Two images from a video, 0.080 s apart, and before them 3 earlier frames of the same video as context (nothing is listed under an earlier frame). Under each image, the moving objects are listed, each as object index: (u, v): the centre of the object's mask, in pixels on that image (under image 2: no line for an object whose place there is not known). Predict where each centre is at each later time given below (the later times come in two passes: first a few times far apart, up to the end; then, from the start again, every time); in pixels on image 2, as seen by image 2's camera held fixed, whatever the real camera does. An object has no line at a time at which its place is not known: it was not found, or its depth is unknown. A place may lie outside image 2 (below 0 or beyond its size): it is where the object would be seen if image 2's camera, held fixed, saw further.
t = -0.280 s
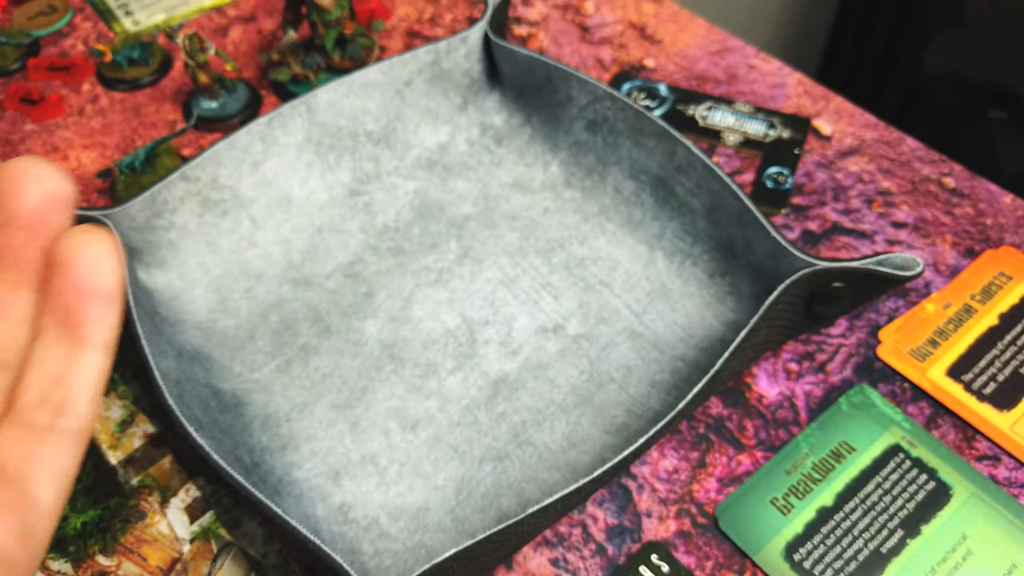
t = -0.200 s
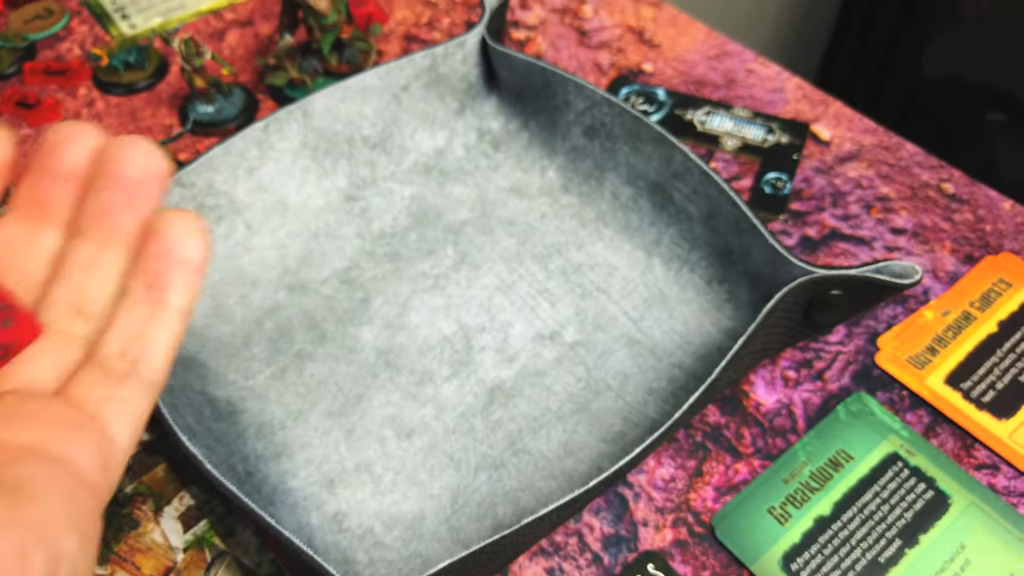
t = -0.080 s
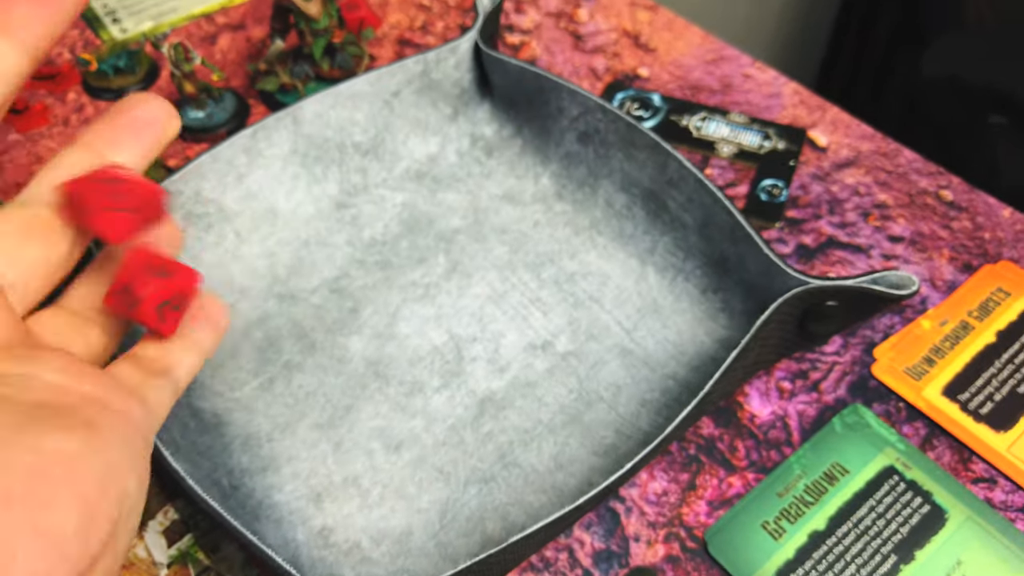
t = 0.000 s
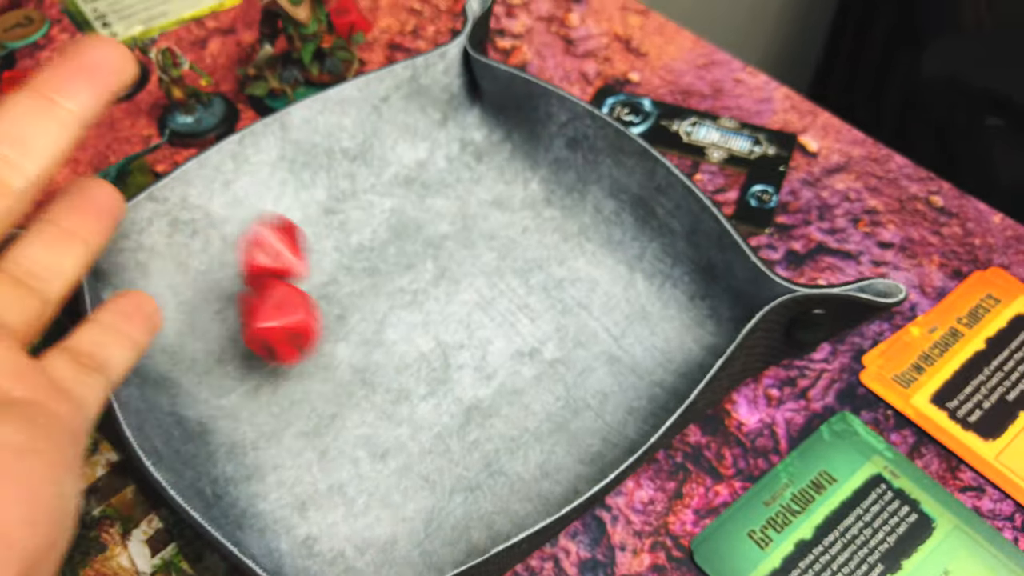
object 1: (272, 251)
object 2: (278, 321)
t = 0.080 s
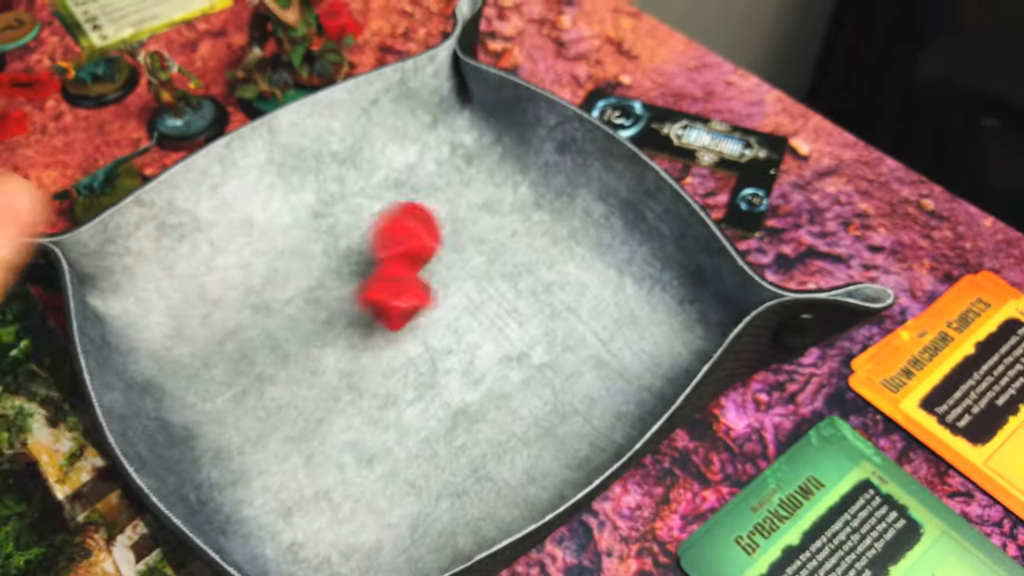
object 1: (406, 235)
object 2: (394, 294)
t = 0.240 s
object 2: (560, 260)
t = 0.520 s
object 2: (554, 253)
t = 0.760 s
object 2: (553, 253)
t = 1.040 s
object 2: (553, 253)
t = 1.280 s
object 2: (553, 252)
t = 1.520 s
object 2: (554, 253)
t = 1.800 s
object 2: (554, 252)
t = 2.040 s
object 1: (641, 367)
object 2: (553, 252)
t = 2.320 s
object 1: (641, 367)
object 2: (554, 252)
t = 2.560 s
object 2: (553, 253)
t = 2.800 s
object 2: (553, 253)
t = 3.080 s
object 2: (553, 253)
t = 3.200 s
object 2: (553, 253)
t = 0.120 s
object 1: (484, 243)
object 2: (461, 300)
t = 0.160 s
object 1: (554, 237)
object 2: (498, 275)
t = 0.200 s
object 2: (537, 278)
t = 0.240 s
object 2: (560, 260)
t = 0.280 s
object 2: (568, 252)
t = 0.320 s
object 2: (562, 249)
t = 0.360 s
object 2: (555, 252)
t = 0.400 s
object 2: (554, 252)
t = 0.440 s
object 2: (553, 253)
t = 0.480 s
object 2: (553, 253)
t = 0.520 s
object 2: (554, 253)
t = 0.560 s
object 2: (553, 253)
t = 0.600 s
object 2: (553, 253)
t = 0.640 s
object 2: (553, 253)
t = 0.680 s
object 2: (553, 253)
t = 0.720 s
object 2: (553, 253)
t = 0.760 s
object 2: (553, 253)
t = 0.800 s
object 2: (553, 253)
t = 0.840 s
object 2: (553, 253)
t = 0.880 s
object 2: (553, 253)
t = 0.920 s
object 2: (553, 253)
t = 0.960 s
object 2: (553, 253)
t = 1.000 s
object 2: (553, 253)
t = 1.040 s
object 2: (553, 253)
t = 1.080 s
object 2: (553, 253)
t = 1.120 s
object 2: (553, 252)
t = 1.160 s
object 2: (553, 253)
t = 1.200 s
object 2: (553, 252)
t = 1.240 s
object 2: (553, 252)
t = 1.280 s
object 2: (553, 252)
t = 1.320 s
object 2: (553, 252)
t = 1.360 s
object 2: (553, 252)
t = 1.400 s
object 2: (553, 252)
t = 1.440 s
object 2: (553, 252)
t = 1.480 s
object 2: (553, 252)
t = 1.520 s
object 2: (554, 253)
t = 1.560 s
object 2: (553, 252)
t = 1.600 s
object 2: (554, 252)
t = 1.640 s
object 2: (554, 252)
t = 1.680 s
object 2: (554, 252)
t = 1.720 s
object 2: (554, 252)
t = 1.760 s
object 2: (554, 252)
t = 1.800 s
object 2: (554, 252)
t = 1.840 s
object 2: (554, 252)
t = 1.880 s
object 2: (554, 253)
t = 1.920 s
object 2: (554, 252)
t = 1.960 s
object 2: (553, 252)
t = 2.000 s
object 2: (553, 252)
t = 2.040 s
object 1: (641, 367)
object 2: (553, 252)
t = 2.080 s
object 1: (641, 366)
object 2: (553, 252)
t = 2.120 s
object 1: (641, 366)
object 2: (554, 252)
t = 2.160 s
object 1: (641, 366)
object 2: (554, 252)
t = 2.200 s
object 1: (641, 366)
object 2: (554, 252)
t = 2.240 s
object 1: (641, 366)
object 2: (553, 252)
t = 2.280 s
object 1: (641, 366)
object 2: (554, 252)
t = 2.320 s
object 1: (641, 367)
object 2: (554, 252)
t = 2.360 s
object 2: (553, 252)
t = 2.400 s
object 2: (553, 252)
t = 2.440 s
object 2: (553, 252)
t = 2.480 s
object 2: (553, 253)
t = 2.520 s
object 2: (553, 253)
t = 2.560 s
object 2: (553, 253)
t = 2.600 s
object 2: (553, 253)
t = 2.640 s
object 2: (553, 253)
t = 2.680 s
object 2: (553, 253)
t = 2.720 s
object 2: (553, 253)
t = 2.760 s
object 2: (553, 253)
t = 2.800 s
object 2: (553, 253)
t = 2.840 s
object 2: (553, 253)
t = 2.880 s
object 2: (553, 253)
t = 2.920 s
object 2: (553, 253)
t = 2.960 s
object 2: (553, 253)
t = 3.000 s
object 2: (553, 253)
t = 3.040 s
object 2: (553, 253)
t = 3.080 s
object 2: (553, 253)
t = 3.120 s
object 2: (553, 253)
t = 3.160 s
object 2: (553, 253)
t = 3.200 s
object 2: (553, 253)
